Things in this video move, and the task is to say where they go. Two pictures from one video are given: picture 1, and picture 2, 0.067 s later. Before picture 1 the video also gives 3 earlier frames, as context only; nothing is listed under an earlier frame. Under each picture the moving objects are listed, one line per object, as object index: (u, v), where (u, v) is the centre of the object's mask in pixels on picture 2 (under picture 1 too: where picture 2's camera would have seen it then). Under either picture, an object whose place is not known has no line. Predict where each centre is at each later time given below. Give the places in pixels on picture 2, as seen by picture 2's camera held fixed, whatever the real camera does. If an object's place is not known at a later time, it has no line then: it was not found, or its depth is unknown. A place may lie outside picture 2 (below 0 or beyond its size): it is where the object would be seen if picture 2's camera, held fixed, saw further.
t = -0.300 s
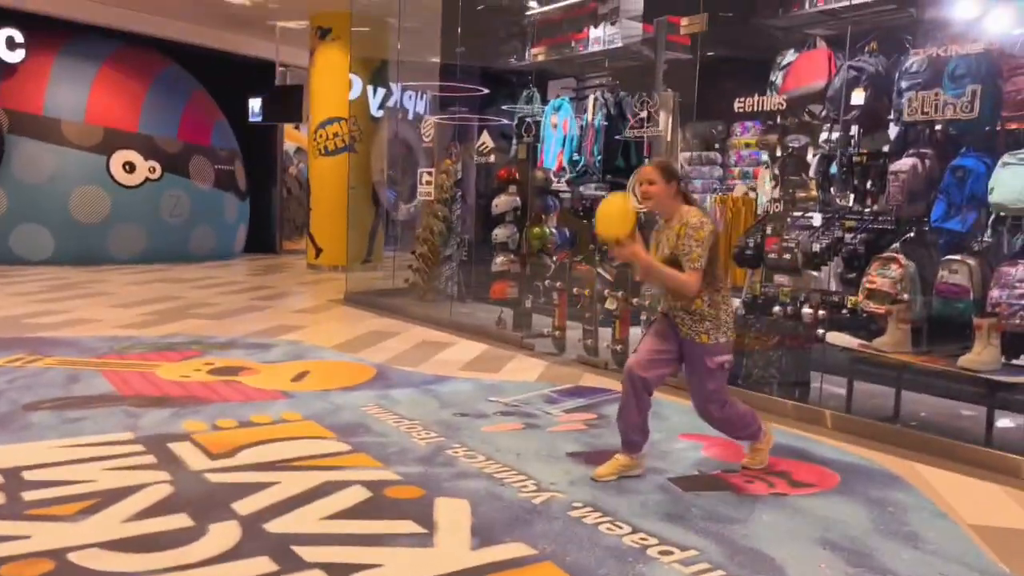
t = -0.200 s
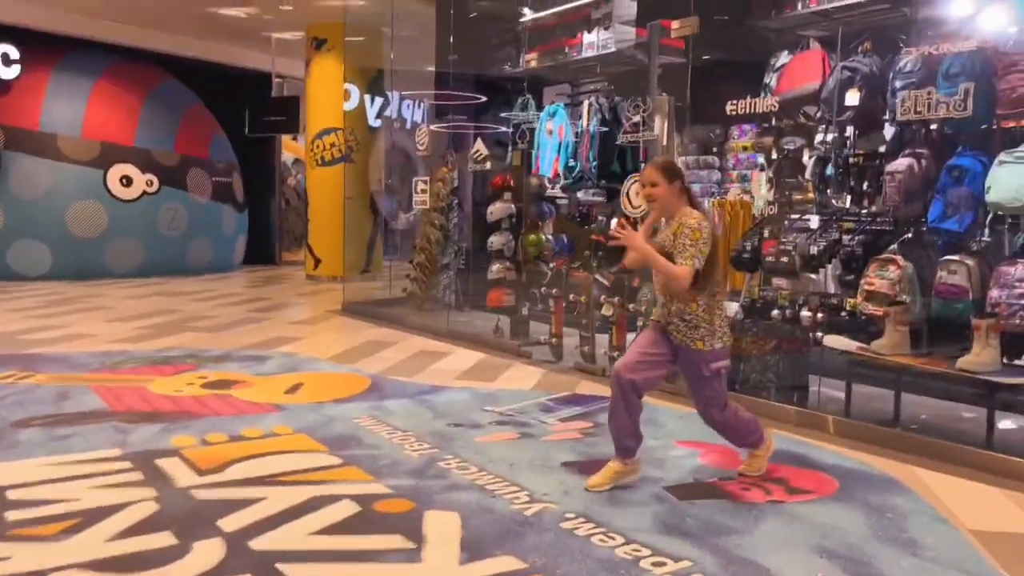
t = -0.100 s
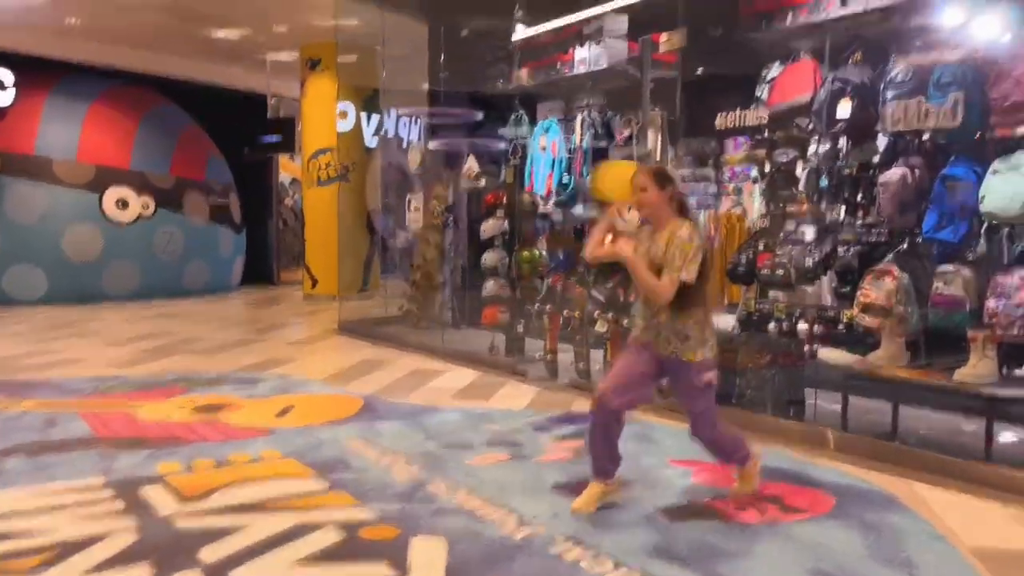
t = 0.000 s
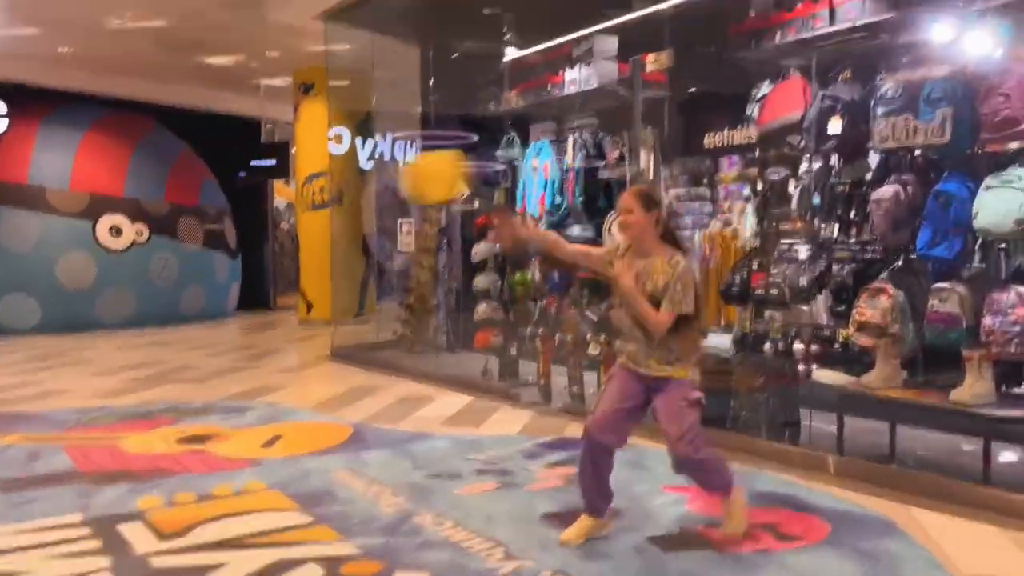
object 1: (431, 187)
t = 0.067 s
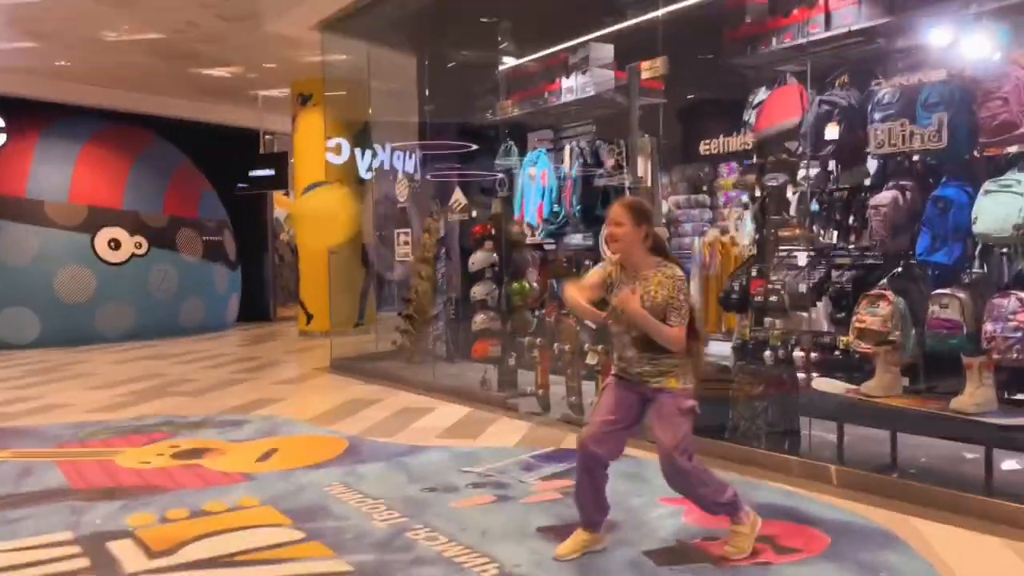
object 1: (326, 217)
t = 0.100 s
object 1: (281, 245)
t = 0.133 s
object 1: (248, 273)
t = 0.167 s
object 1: (217, 306)
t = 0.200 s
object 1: (187, 340)
